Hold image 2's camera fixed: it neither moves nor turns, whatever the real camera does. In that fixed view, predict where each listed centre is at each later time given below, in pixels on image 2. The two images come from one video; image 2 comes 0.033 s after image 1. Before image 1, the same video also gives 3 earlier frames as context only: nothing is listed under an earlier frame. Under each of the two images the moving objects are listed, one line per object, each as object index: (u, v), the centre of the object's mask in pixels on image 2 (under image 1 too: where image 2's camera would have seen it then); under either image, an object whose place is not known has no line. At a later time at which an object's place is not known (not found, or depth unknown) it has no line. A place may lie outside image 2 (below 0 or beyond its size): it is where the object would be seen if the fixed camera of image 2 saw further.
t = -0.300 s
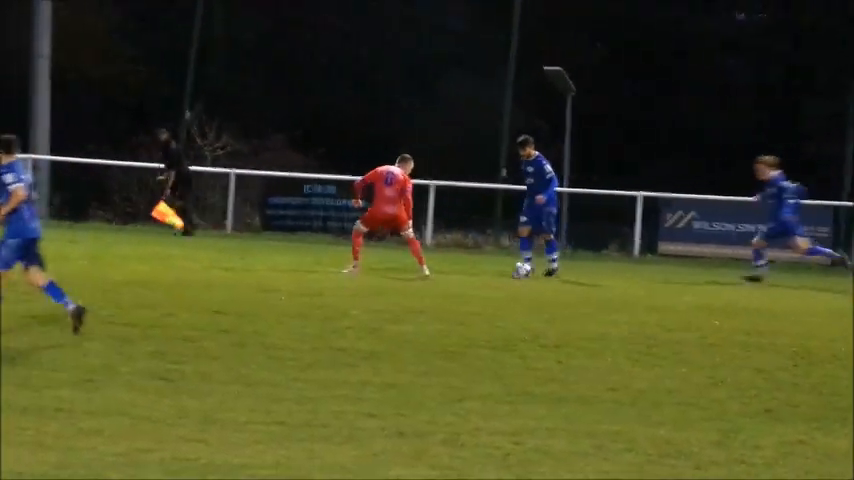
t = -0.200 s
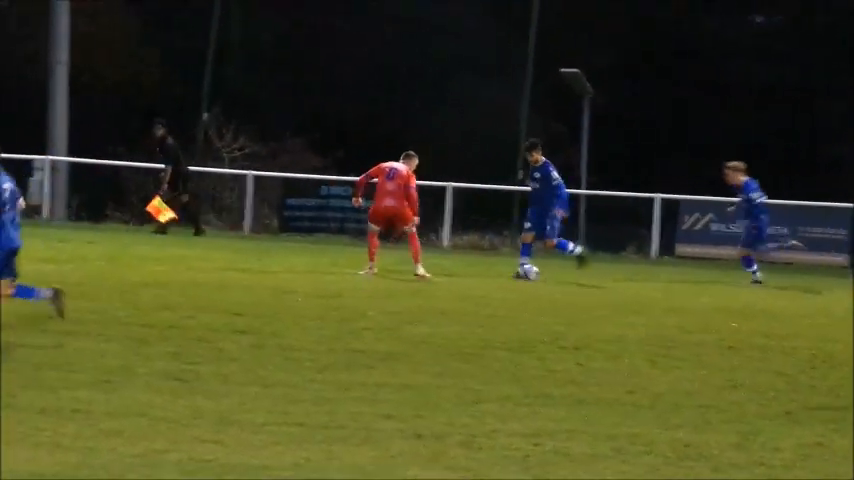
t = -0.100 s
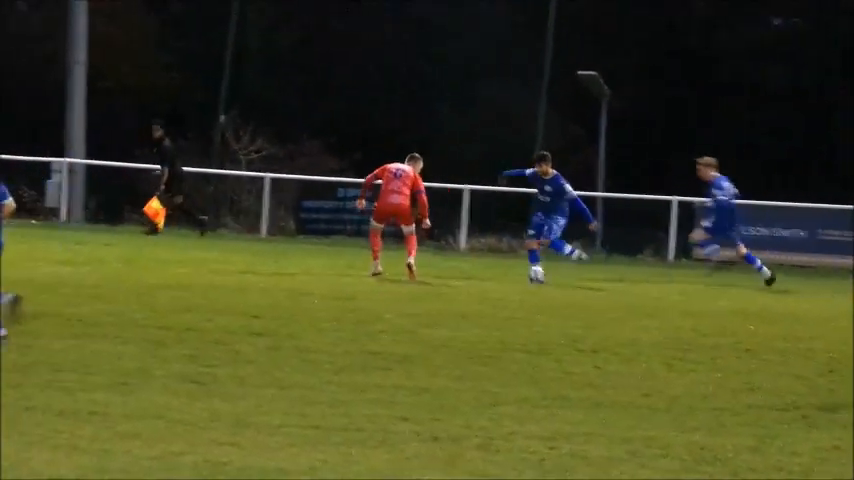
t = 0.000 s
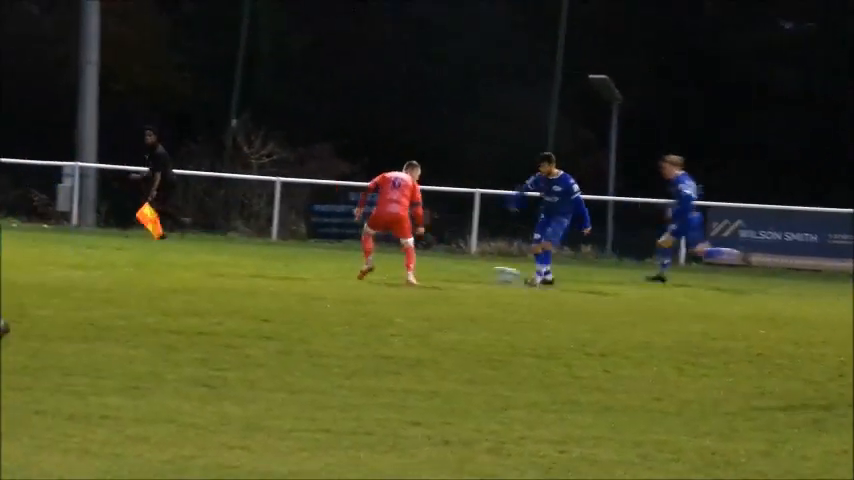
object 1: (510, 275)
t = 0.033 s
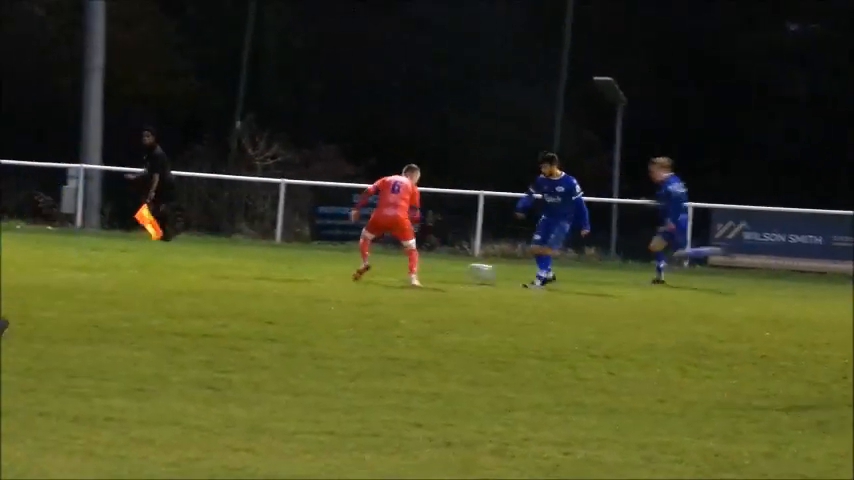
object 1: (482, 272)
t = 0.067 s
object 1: (456, 268)
